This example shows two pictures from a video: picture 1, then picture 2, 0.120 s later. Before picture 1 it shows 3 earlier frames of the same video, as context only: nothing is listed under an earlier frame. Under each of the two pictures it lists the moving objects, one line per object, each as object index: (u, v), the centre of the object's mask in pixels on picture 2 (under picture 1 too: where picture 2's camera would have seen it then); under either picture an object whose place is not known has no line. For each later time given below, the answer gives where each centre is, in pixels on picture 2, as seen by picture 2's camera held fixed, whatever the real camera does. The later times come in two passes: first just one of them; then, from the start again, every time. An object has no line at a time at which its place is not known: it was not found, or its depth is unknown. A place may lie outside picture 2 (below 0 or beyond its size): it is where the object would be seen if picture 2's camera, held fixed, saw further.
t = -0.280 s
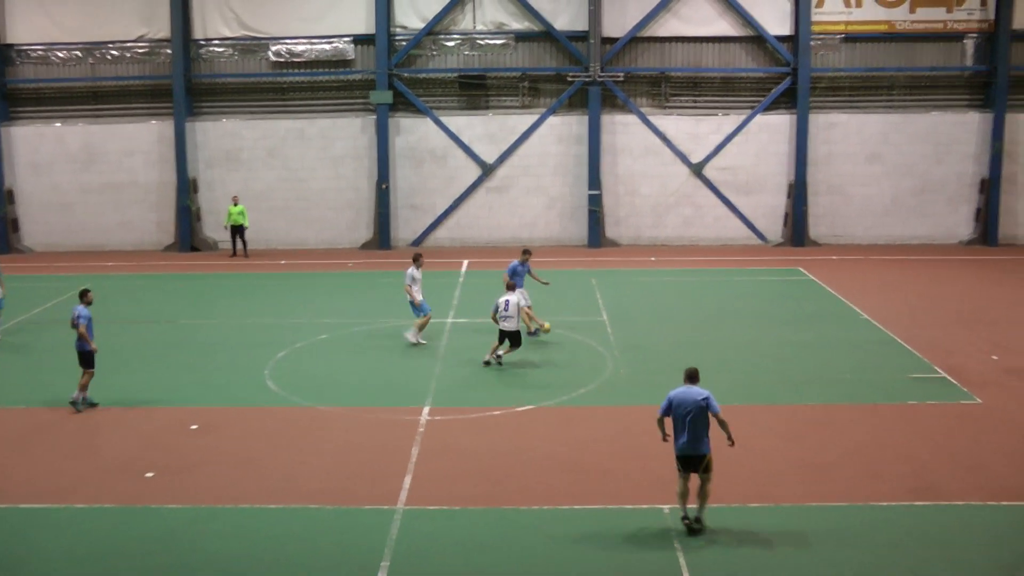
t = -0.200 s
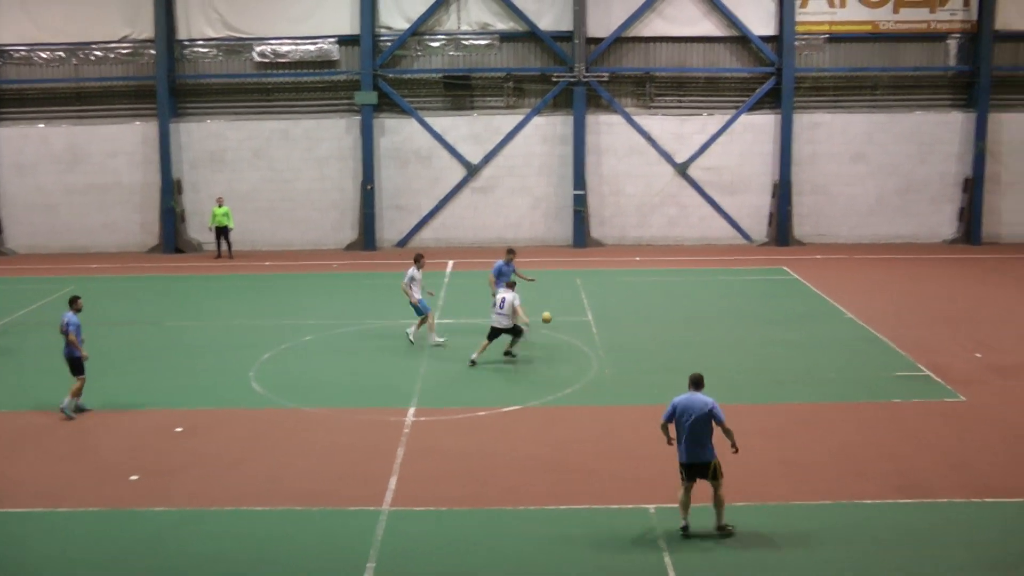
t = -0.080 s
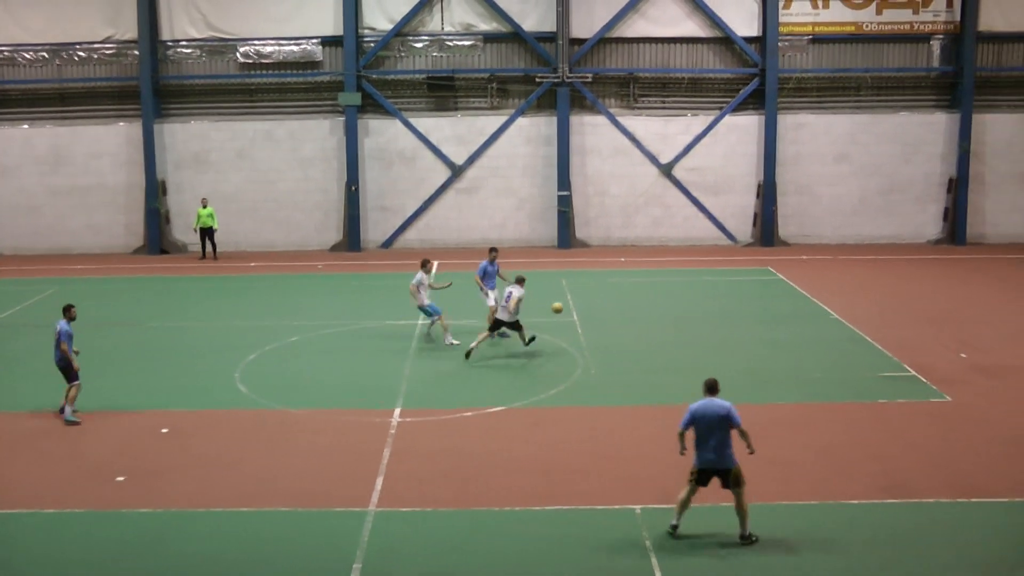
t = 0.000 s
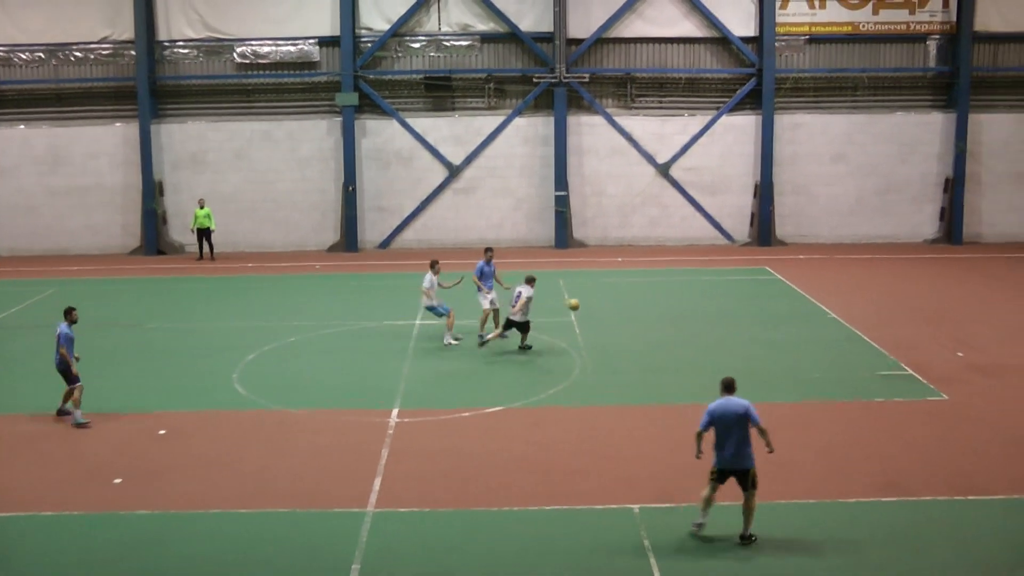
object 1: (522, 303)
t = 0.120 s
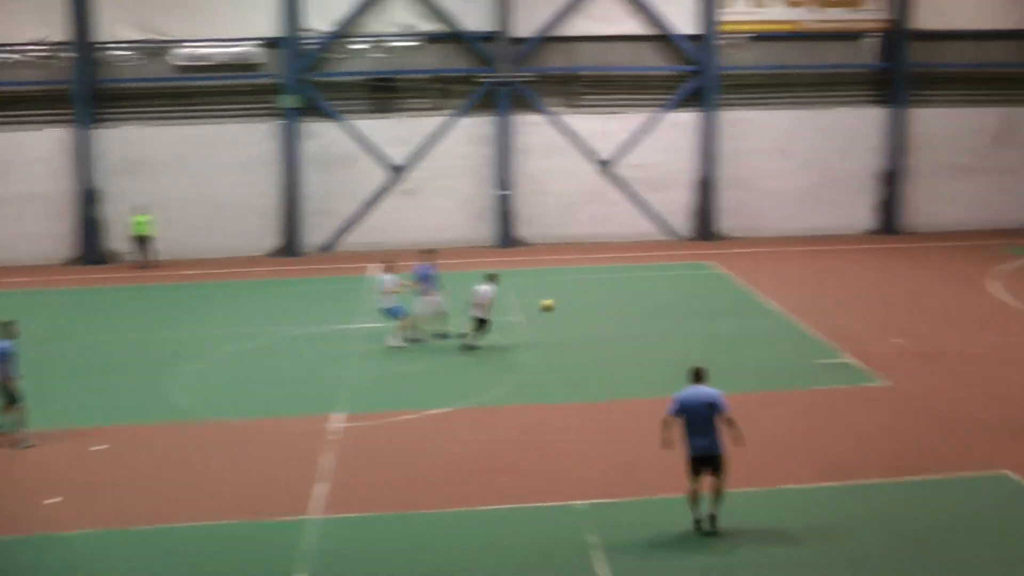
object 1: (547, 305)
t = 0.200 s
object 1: (566, 312)
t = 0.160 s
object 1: (556, 308)
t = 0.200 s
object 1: (566, 312)
